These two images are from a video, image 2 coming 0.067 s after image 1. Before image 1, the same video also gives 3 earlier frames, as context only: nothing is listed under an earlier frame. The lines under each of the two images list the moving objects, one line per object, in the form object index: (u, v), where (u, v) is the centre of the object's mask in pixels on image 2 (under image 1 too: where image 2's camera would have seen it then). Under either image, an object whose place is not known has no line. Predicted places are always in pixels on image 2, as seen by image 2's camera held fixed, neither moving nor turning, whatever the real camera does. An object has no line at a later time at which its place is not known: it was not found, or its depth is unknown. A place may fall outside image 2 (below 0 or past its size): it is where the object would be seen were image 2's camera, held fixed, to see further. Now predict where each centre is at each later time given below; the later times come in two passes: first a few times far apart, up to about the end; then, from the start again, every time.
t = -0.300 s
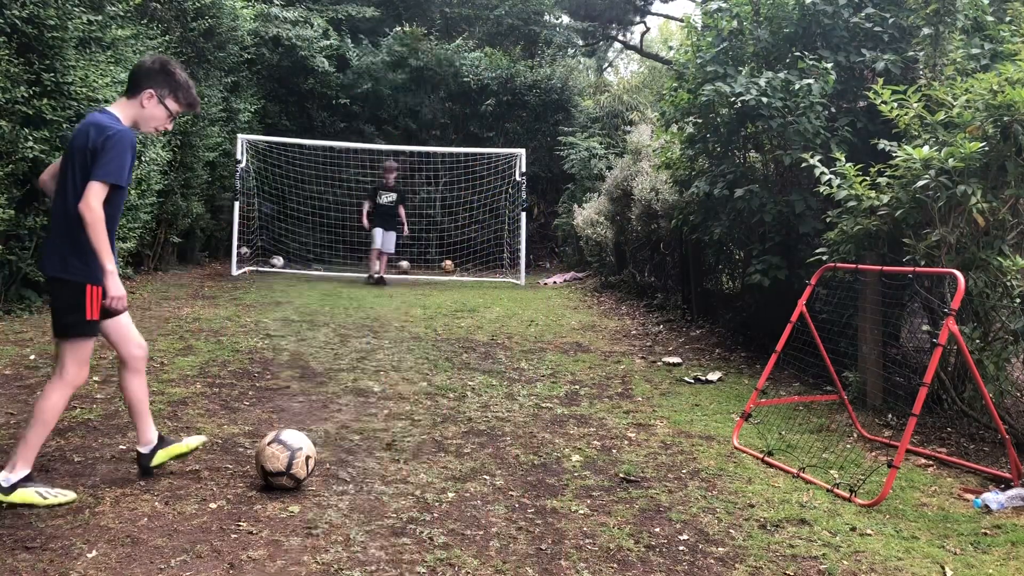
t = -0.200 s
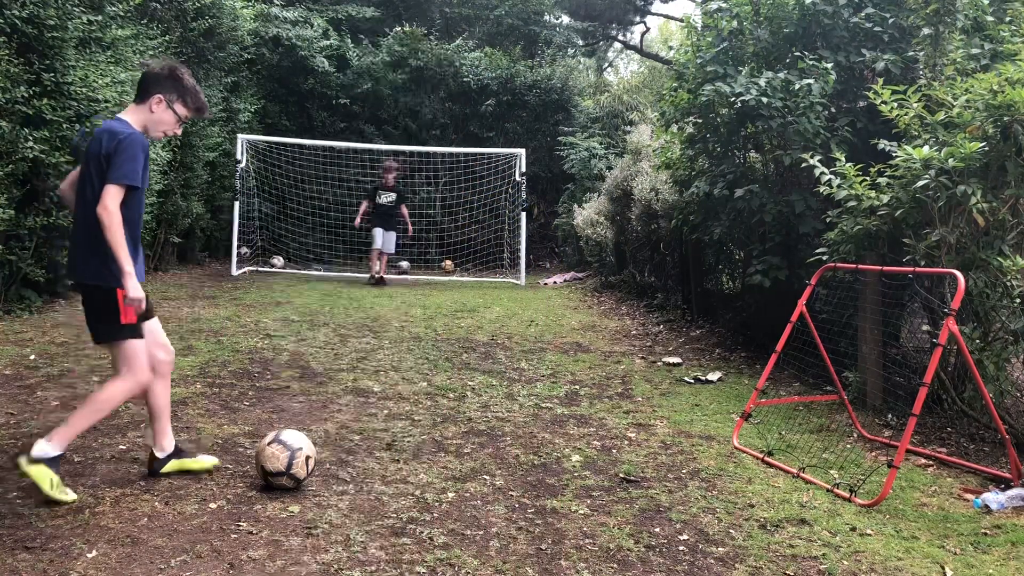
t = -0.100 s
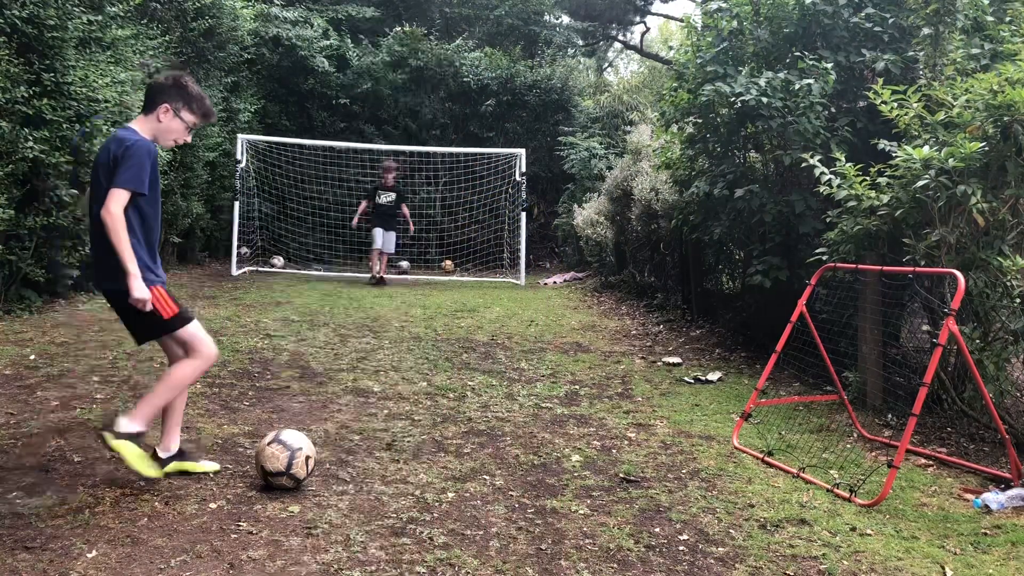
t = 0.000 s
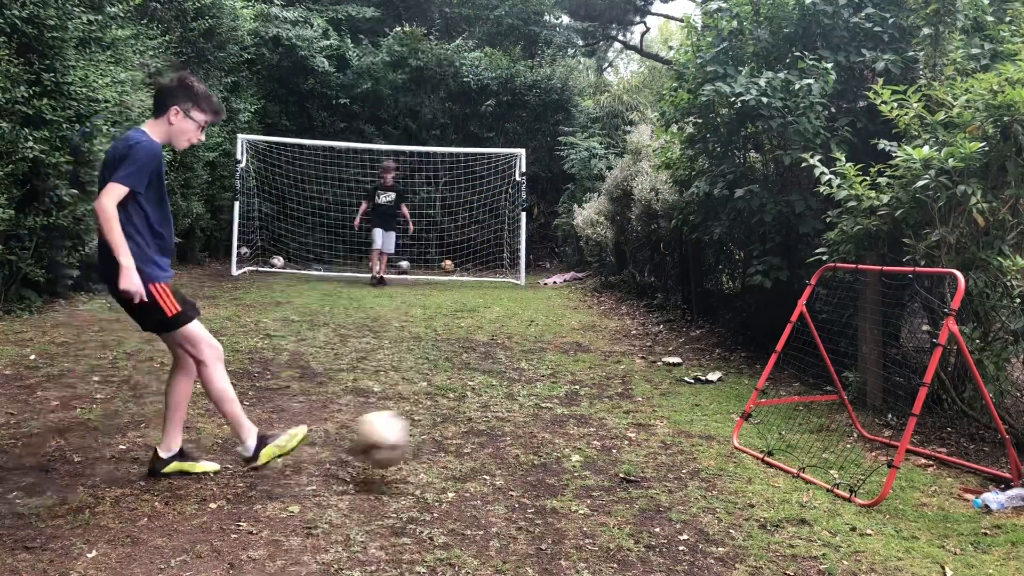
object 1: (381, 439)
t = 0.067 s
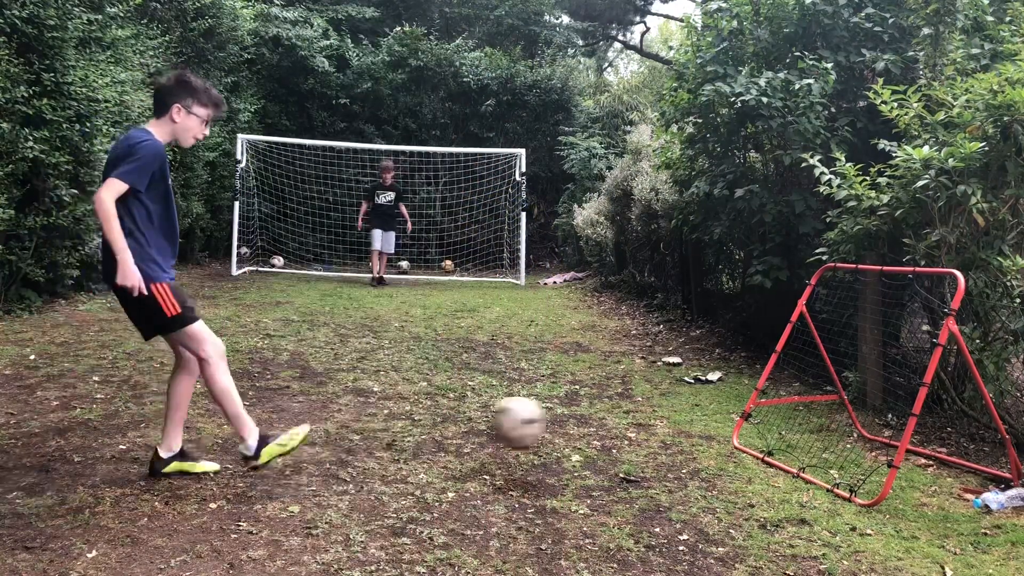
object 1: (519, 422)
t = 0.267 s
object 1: (789, 400)
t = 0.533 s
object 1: (709, 175)
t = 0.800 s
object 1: (605, 85)
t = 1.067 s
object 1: (472, 174)
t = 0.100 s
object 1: (579, 419)
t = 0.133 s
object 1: (637, 419)
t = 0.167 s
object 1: (691, 421)
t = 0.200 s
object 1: (744, 426)
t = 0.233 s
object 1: (785, 432)
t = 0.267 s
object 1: (789, 400)
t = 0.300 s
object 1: (781, 367)
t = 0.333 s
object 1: (771, 334)
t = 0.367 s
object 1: (762, 304)
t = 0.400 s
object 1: (752, 274)
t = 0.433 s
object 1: (741, 247)
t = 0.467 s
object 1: (731, 221)
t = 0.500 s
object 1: (719, 197)
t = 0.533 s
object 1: (709, 175)
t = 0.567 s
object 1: (697, 156)
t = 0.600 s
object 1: (685, 139)
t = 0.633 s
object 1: (673, 124)
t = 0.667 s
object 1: (659, 111)
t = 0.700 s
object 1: (647, 101)
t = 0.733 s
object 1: (633, 93)
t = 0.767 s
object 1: (619, 88)
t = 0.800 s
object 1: (605, 85)
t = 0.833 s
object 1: (590, 85)
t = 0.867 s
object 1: (575, 89)
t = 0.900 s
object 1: (559, 95)
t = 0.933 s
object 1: (542, 104)
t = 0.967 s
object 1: (525, 116)
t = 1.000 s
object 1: (508, 131)
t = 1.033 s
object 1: (490, 150)
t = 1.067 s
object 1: (472, 174)
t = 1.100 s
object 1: (453, 199)
